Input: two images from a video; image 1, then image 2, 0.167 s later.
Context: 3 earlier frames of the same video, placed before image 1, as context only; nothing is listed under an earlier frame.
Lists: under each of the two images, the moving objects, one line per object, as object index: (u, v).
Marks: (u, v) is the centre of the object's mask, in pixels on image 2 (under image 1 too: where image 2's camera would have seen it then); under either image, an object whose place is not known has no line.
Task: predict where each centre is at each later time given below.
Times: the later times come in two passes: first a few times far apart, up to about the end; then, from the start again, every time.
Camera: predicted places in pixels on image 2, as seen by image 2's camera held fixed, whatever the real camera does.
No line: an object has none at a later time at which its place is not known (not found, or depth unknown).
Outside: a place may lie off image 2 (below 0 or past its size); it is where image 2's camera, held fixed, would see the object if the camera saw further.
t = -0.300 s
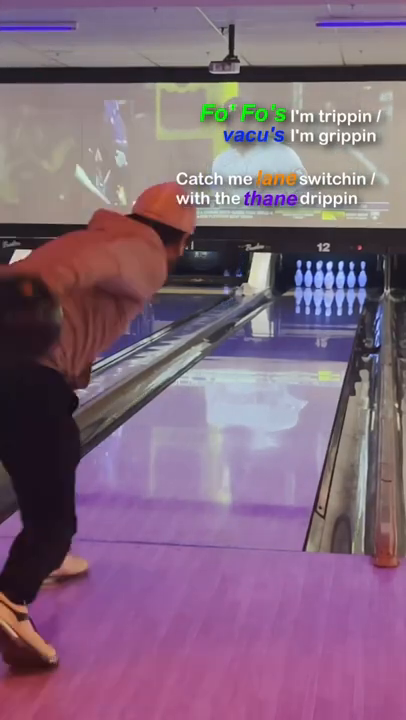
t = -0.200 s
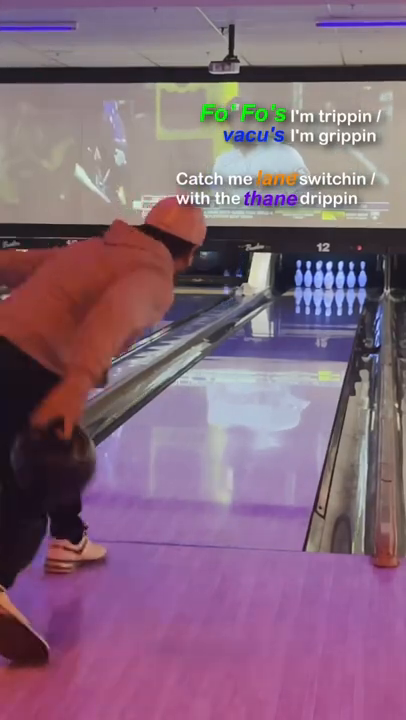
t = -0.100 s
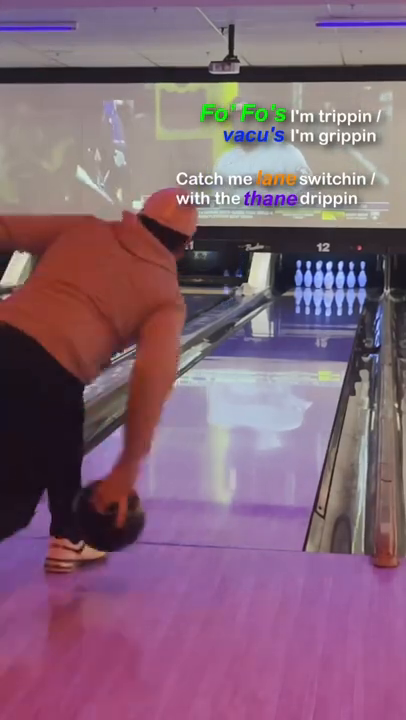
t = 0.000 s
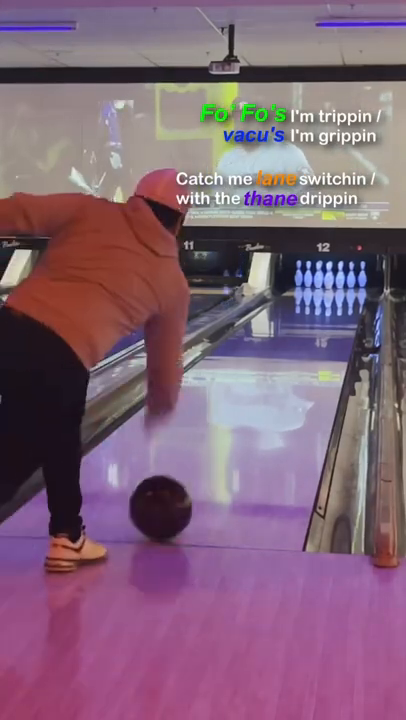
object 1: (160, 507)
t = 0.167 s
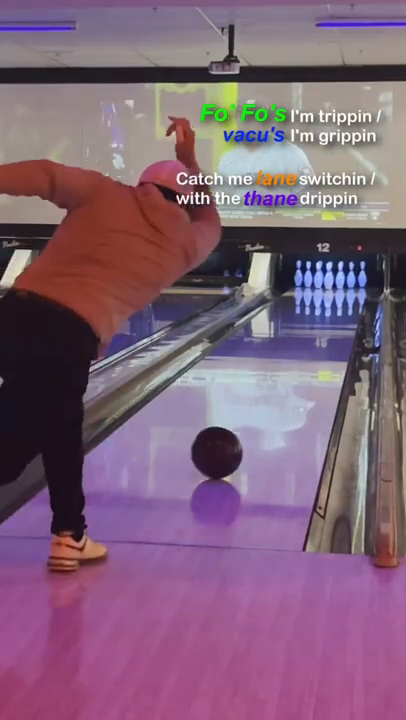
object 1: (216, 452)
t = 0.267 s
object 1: (240, 428)
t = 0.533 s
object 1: (284, 382)
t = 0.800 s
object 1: (311, 352)
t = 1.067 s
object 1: (327, 333)
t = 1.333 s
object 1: (338, 317)
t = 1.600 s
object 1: (344, 306)
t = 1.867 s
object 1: (345, 296)
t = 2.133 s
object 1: (340, 289)
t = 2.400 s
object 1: (330, 284)
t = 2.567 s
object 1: (326, 281)
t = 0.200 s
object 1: (225, 444)
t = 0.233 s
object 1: (233, 436)
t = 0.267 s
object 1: (240, 428)
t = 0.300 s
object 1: (247, 421)
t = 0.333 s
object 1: (254, 414)
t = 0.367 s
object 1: (260, 408)
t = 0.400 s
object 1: (265, 402)
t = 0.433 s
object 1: (271, 397)
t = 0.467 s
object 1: (275, 391)
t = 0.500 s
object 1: (280, 386)
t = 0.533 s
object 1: (284, 382)
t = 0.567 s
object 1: (288, 377)
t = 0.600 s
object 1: (292, 373)
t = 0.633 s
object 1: (296, 369)
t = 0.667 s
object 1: (299, 366)
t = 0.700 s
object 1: (302, 362)
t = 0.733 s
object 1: (305, 359)
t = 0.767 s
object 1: (308, 356)
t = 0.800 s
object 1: (311, 352)
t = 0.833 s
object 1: (314, 350)
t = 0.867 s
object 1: (316, 347)
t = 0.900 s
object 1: (318, 344)
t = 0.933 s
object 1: (320, 342)
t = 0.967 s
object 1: (322, 339)
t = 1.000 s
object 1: (325, 337)
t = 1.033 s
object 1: (326, 335)
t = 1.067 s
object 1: (327, 333)
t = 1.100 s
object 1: (330, 330)
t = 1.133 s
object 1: (331, 329)
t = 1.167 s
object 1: (332, 326)
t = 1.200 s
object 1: (333, 325)
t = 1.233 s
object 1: (335, 323)
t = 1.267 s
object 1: (336, 321)
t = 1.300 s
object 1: (337, 319)
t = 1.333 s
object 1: (338, 317)
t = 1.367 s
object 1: (339, 316)
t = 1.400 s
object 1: (340, 315)
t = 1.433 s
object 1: (341, 313)
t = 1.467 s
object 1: (342, 311)
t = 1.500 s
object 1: (343, 310)
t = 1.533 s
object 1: (343, 308)
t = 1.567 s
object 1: (343, 307)
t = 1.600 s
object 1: (344, 306)
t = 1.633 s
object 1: (344, 305)
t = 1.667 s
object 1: (344, 304)
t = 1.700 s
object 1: (344, 303)
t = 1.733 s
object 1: (345, 301)
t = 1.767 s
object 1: (345, 300)
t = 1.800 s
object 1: (345, 298)
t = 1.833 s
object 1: (345, 297)
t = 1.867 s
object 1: (345, 296)
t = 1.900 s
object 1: (344, 296)
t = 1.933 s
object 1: (344, 295)
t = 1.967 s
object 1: (344, 294)
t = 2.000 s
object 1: (343, 293)
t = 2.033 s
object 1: (343, 292)
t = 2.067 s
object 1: (341, 291)
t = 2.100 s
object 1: (341, 290)
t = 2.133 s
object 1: (340, 289)
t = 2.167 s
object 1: (339, 288)
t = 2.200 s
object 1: (338, 288)
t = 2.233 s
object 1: (337, 287)
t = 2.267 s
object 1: (336, 287)
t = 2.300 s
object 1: (335, 286)
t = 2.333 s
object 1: (334, 285)
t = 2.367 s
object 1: (332, 284)
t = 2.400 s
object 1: (330, 284)
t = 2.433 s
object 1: (330, 283)
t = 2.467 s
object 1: (330, 283)
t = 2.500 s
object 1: (330, 282)
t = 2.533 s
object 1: (328, 282)
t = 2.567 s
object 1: (326, 281)
